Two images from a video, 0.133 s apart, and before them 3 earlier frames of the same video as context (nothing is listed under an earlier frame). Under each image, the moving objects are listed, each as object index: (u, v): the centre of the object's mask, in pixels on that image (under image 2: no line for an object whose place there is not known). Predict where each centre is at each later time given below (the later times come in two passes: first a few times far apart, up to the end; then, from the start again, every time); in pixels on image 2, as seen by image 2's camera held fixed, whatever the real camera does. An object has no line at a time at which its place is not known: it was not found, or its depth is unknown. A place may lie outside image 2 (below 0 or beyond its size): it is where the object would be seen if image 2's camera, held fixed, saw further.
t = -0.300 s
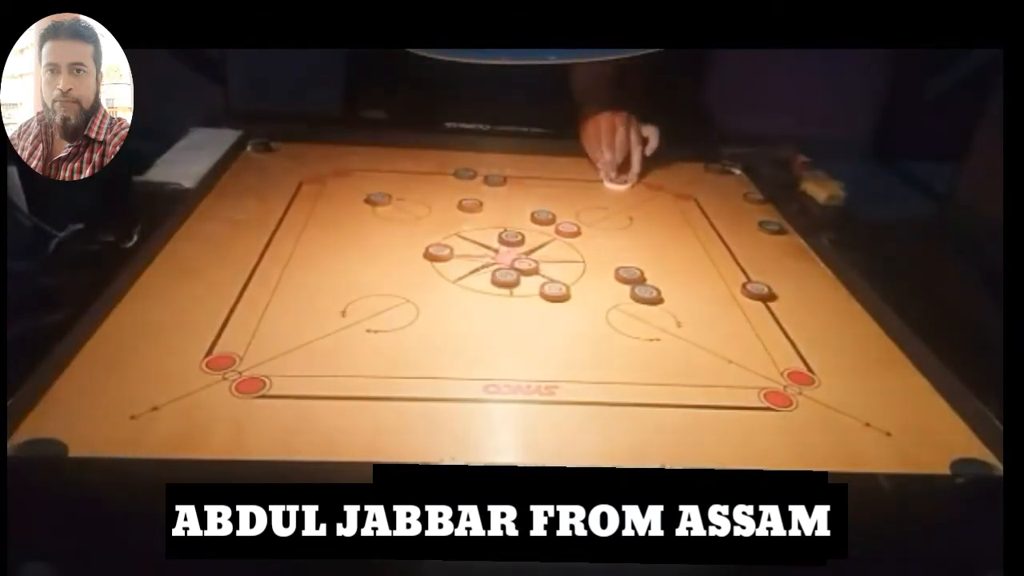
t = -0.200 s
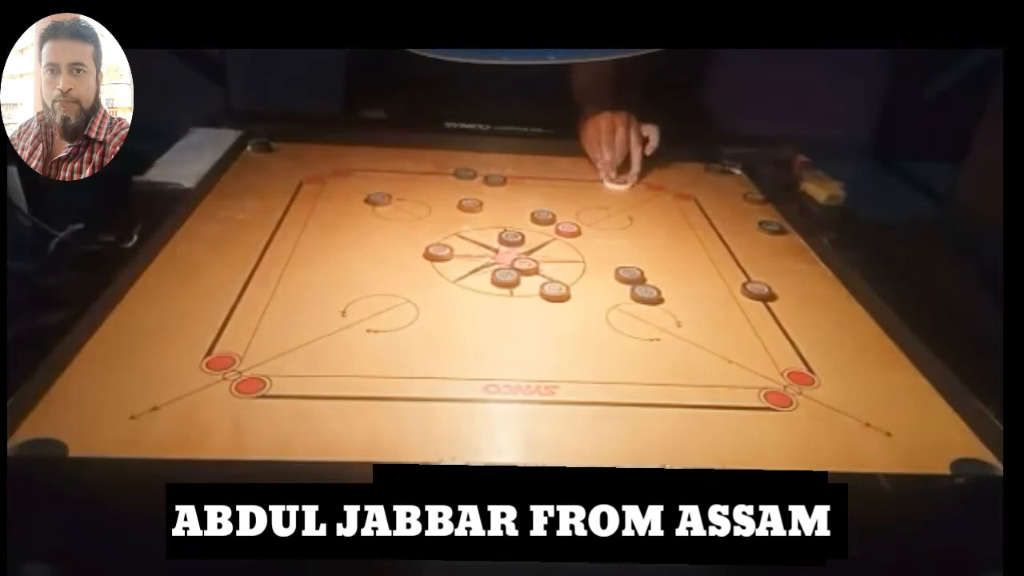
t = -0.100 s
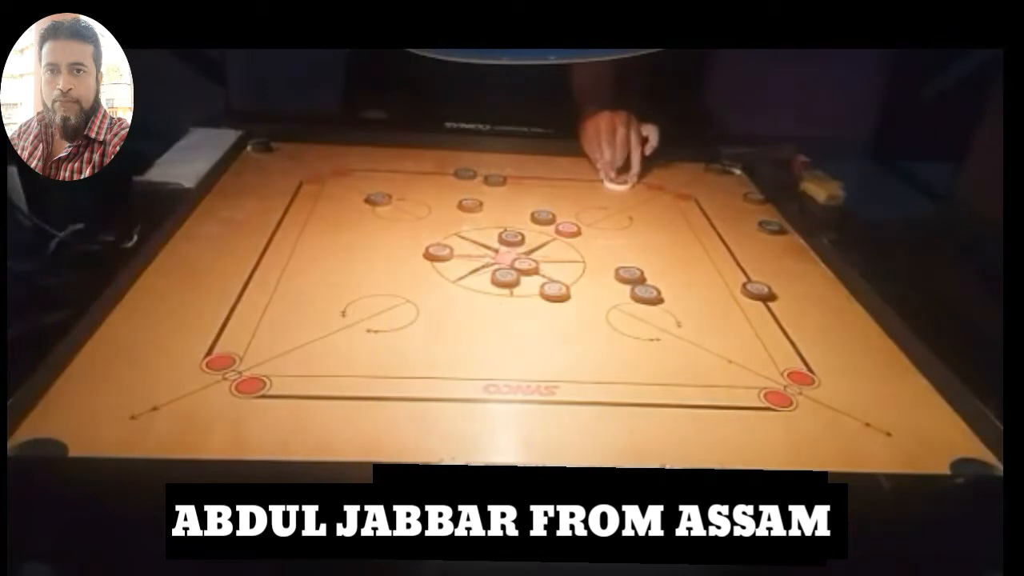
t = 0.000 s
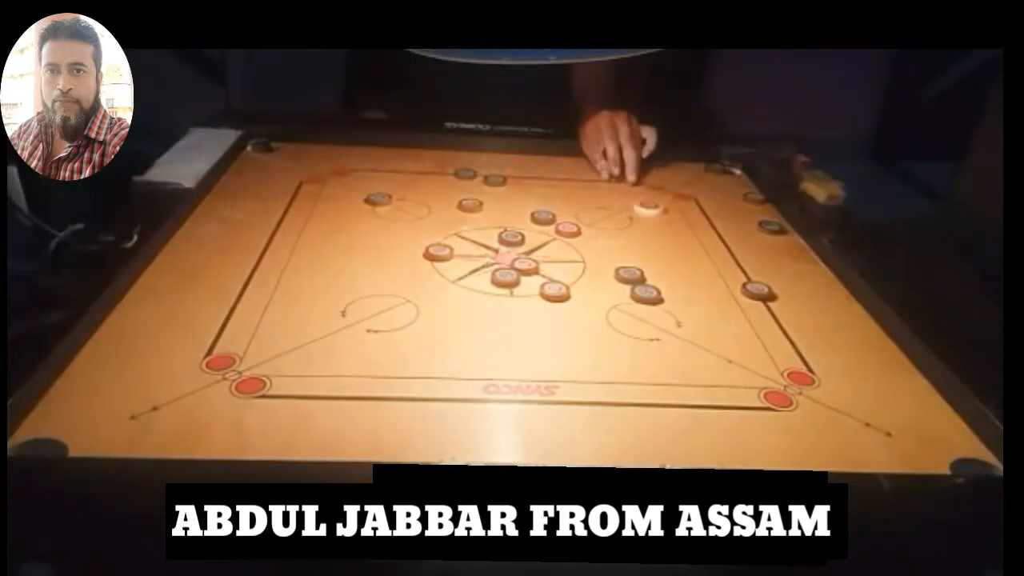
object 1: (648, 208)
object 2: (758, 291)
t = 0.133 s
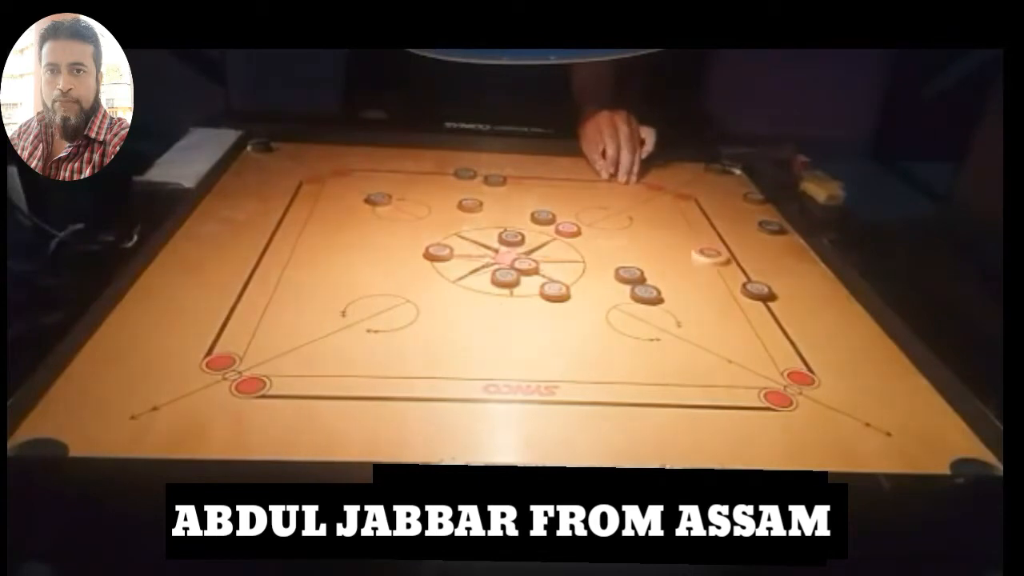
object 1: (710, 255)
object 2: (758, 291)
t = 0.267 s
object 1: (756, 291)
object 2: (815, 338)
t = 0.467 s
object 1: (793, 318)
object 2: (958, 457)
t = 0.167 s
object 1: (726, 268)
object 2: (758, 291)
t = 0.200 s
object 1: (739, 278)
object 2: (768, 299)
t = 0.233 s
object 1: (747, 285)
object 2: (791, 318)
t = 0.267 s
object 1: (756, 291)
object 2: (815, 338)
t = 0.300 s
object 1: (763, 297)
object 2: (840, 359)
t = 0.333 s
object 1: (770, 302)
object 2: (865, 379)
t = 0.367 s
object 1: (777, 307)
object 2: (889, 400)
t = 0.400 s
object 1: (783, 311)
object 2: (915, 421)
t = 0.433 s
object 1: (788, 314)
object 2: (939, 441)
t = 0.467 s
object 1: (793, 318)
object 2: (958, 457)
